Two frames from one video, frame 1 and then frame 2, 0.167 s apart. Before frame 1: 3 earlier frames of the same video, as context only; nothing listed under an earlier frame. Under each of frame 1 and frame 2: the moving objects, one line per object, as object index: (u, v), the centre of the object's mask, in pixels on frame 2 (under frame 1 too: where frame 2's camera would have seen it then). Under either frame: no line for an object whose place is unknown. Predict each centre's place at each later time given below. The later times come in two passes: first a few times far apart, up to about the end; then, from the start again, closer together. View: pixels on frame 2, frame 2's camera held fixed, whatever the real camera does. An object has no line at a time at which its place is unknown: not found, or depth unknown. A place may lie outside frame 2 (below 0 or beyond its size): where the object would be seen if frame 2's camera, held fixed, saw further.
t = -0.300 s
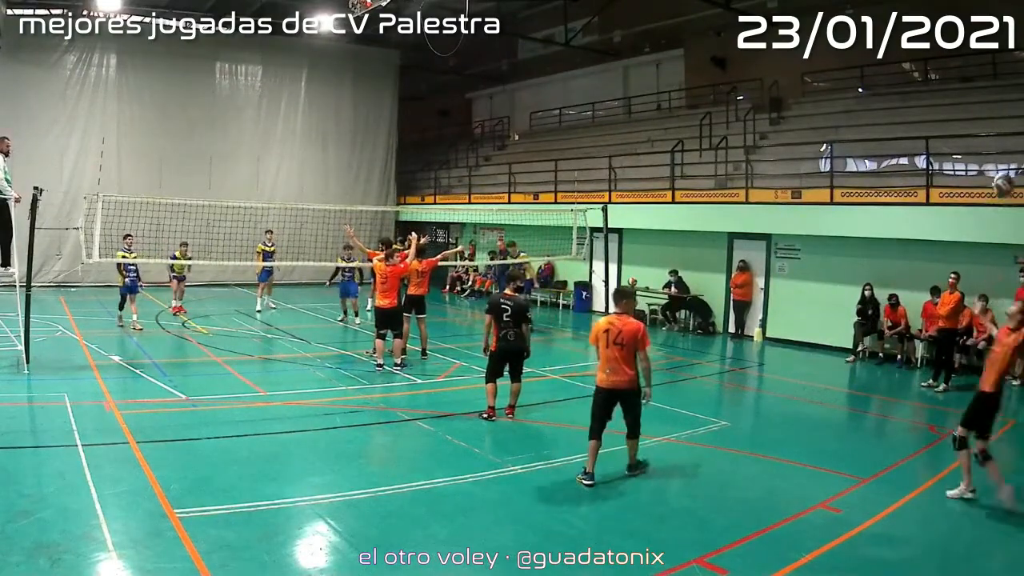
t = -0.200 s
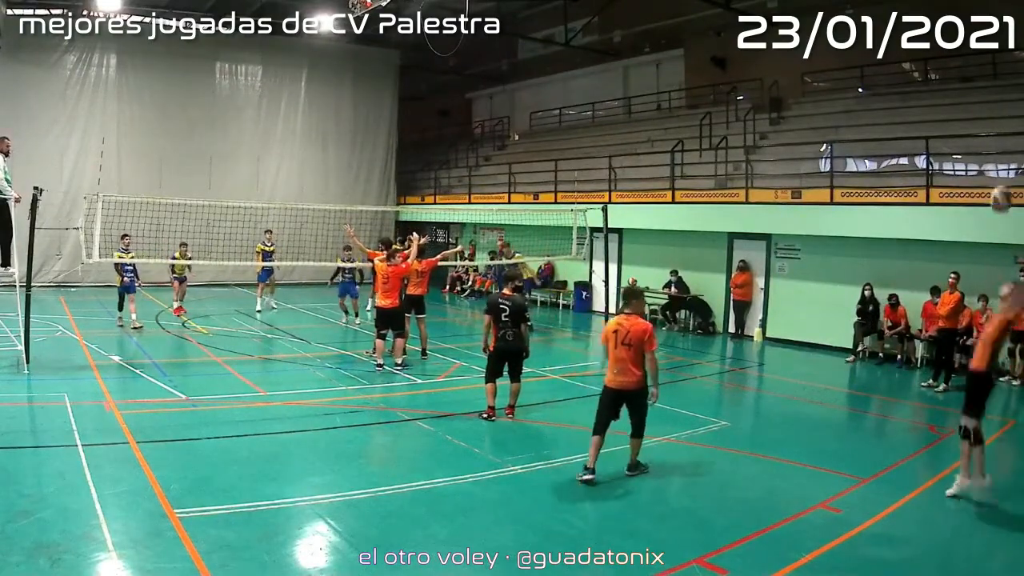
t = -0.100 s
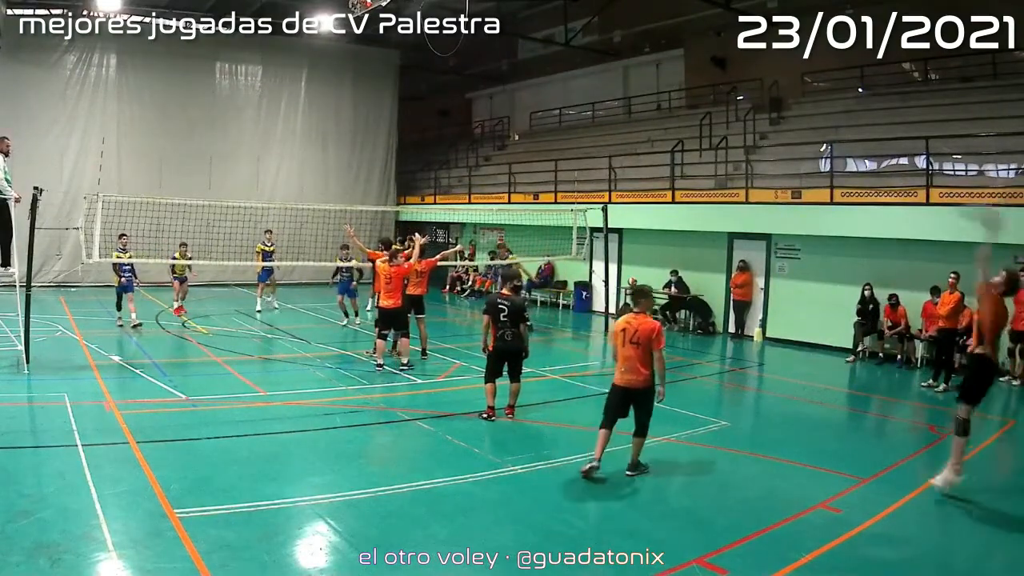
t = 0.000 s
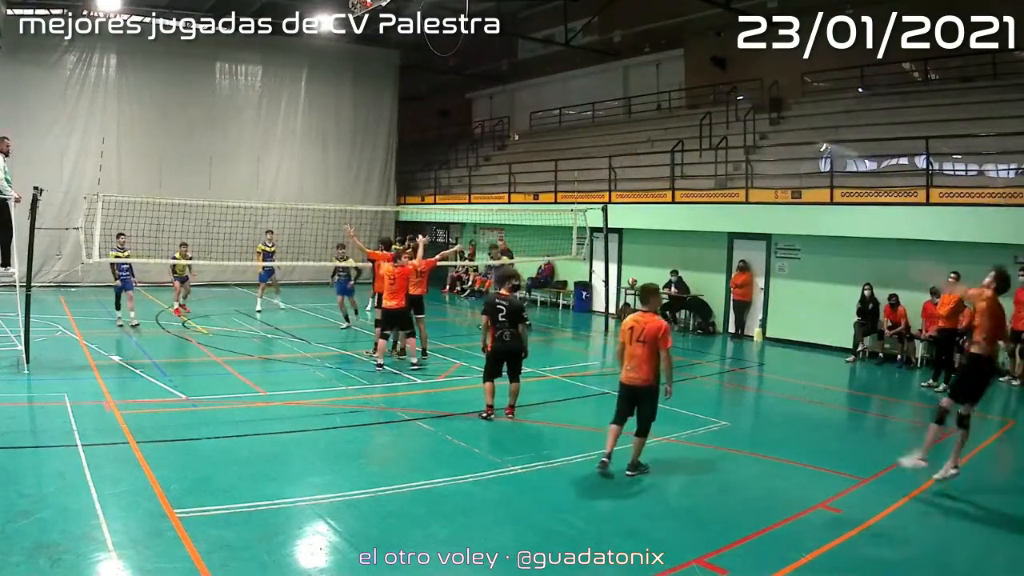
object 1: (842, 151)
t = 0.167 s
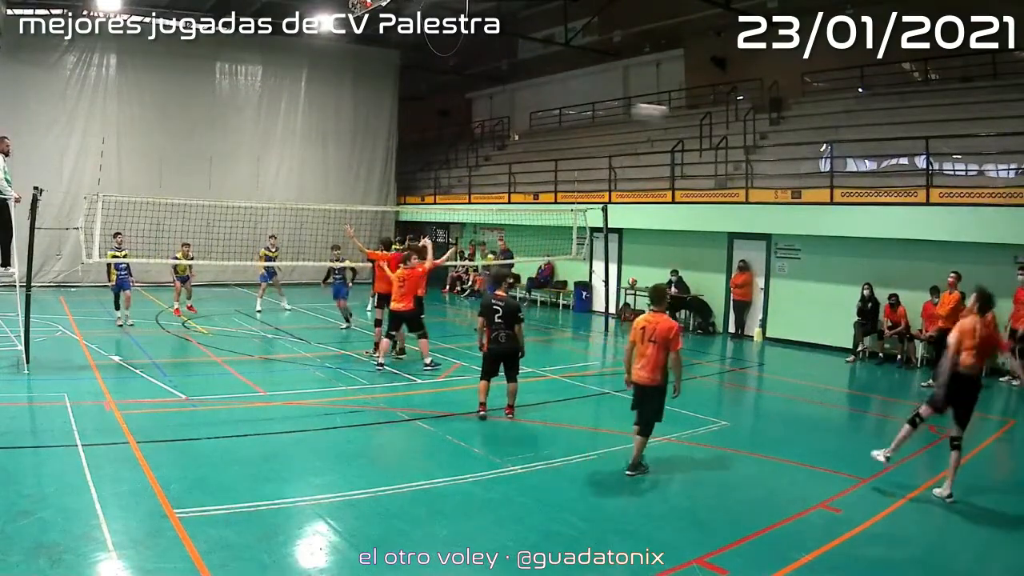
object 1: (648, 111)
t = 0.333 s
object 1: (516, 111)
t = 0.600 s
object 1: (375, 149)
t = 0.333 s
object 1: (516, 111)
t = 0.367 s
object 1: (494, 113)
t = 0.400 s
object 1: (474, 118)
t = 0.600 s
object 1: (375, 149)
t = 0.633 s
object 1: (361, 158)
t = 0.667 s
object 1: (349, 166)
